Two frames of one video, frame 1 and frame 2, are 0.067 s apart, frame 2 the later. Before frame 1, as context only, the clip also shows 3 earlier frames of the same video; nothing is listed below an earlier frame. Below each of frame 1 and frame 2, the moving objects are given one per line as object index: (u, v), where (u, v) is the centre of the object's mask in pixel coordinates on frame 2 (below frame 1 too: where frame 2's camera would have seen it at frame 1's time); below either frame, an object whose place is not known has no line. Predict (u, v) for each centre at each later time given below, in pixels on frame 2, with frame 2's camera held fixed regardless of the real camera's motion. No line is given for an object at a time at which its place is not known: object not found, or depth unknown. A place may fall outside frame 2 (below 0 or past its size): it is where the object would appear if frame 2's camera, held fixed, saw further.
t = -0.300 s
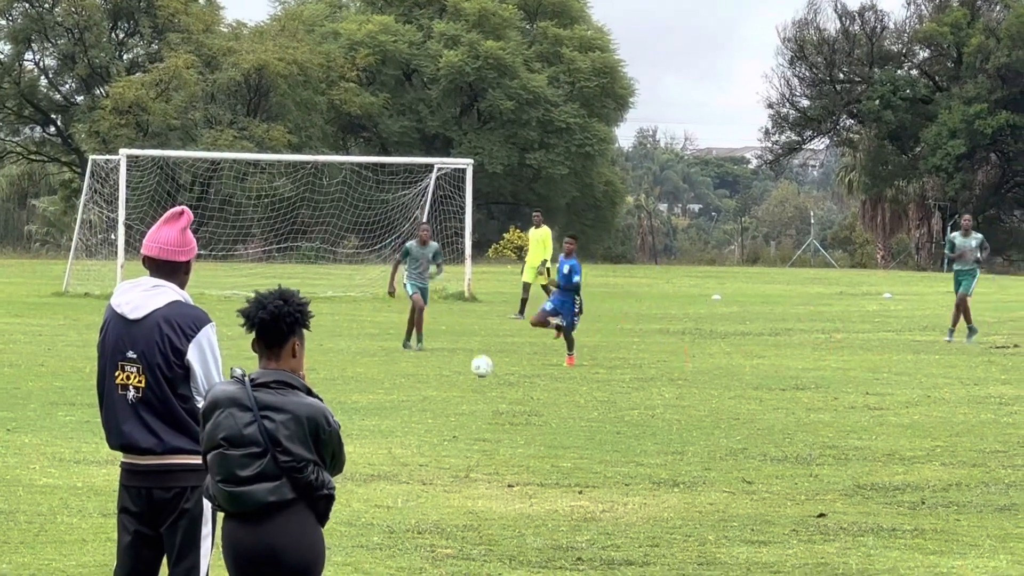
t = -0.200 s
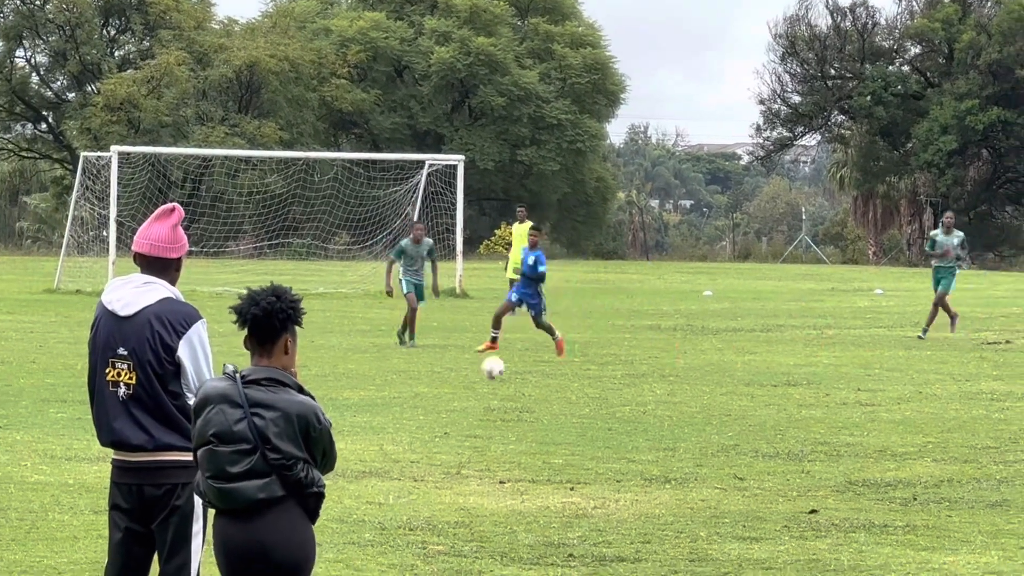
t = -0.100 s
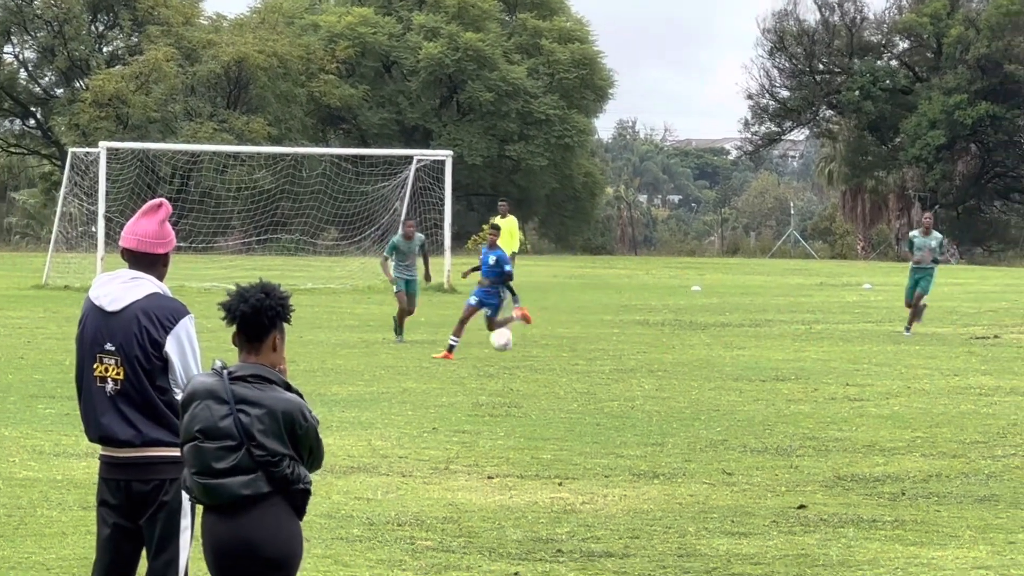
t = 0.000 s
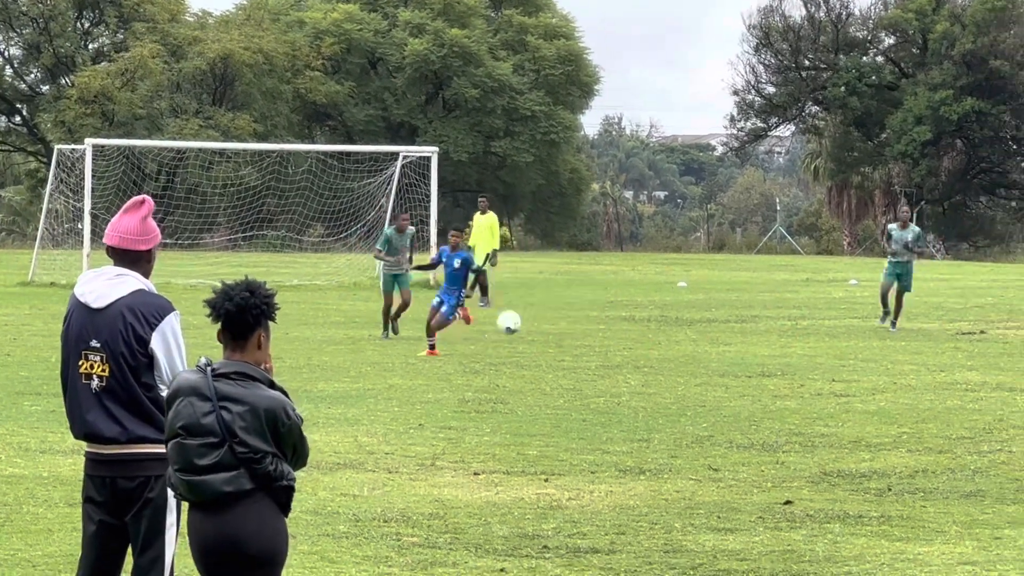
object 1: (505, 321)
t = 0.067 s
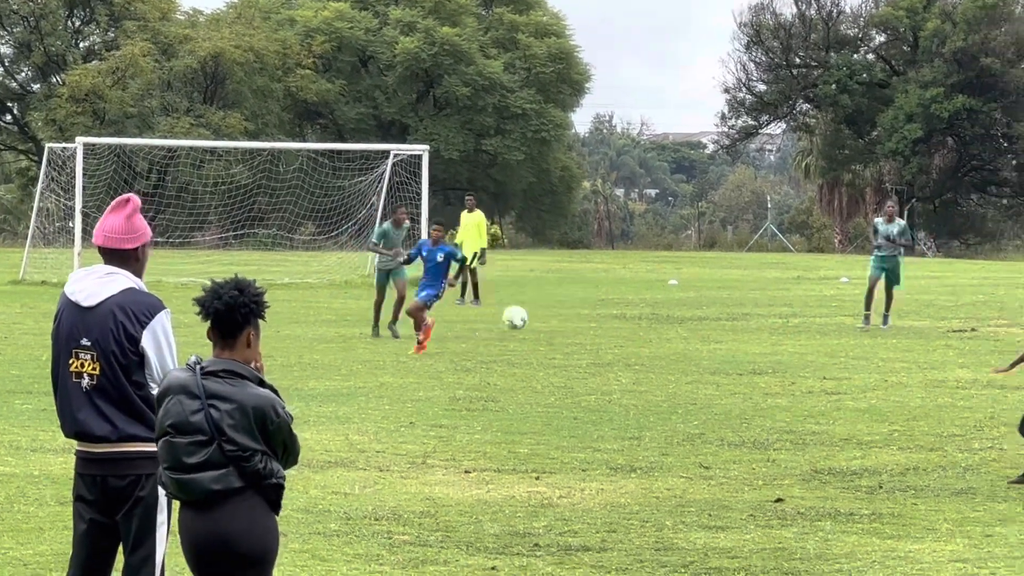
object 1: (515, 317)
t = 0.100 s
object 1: (520, 317)
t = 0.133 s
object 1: (526, 319)
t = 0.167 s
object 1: (532, 321)
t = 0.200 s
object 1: (538, 325)
